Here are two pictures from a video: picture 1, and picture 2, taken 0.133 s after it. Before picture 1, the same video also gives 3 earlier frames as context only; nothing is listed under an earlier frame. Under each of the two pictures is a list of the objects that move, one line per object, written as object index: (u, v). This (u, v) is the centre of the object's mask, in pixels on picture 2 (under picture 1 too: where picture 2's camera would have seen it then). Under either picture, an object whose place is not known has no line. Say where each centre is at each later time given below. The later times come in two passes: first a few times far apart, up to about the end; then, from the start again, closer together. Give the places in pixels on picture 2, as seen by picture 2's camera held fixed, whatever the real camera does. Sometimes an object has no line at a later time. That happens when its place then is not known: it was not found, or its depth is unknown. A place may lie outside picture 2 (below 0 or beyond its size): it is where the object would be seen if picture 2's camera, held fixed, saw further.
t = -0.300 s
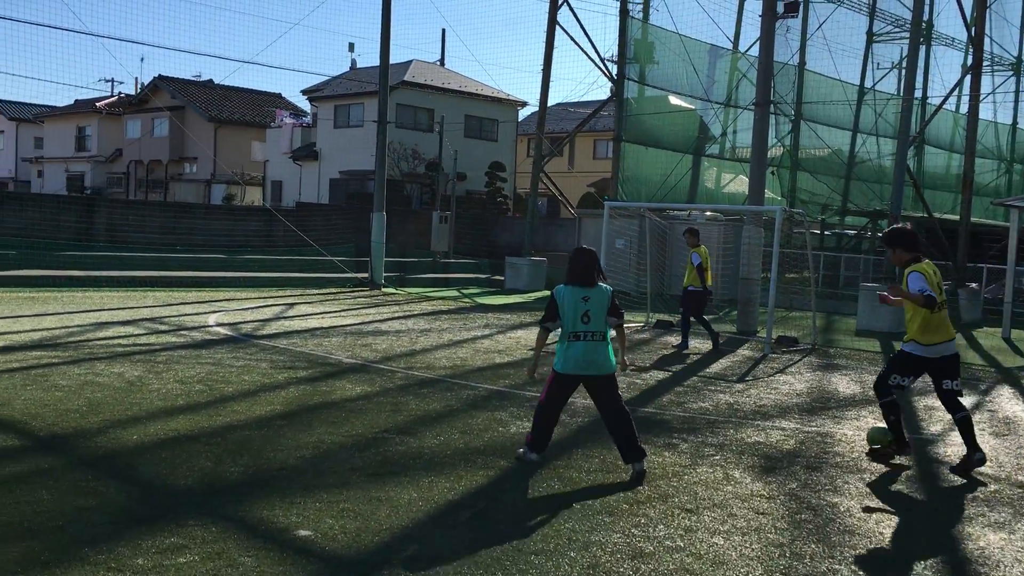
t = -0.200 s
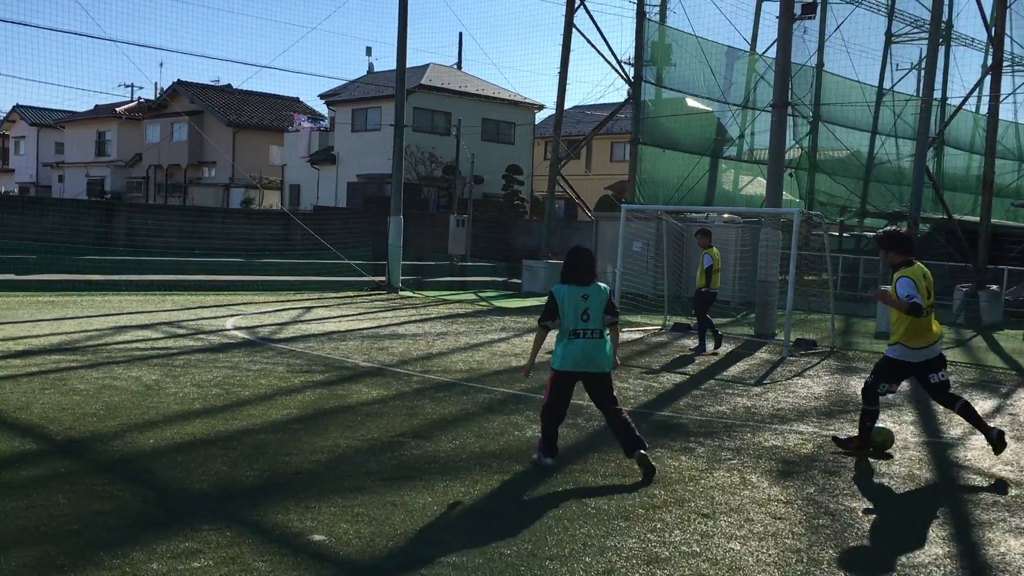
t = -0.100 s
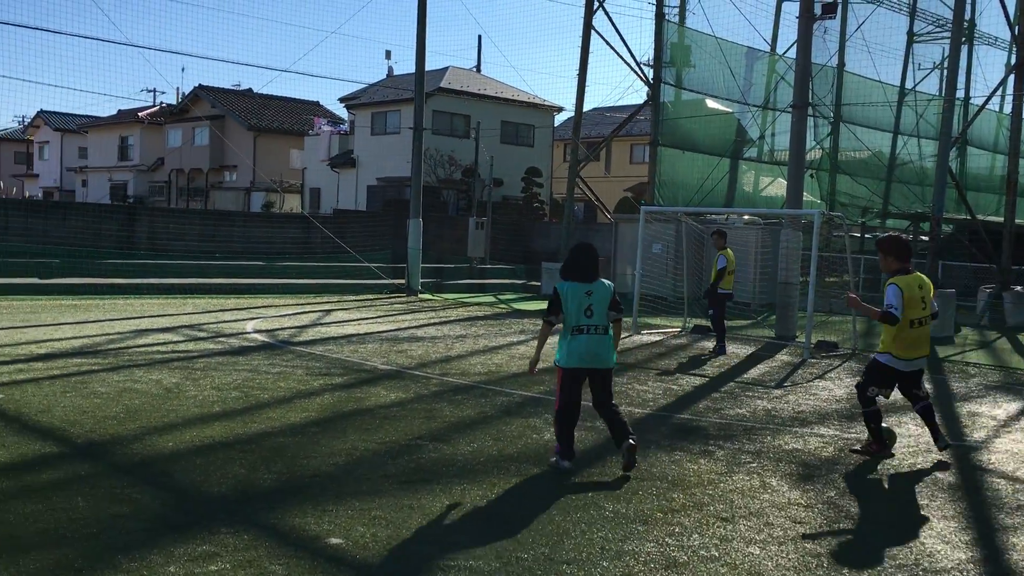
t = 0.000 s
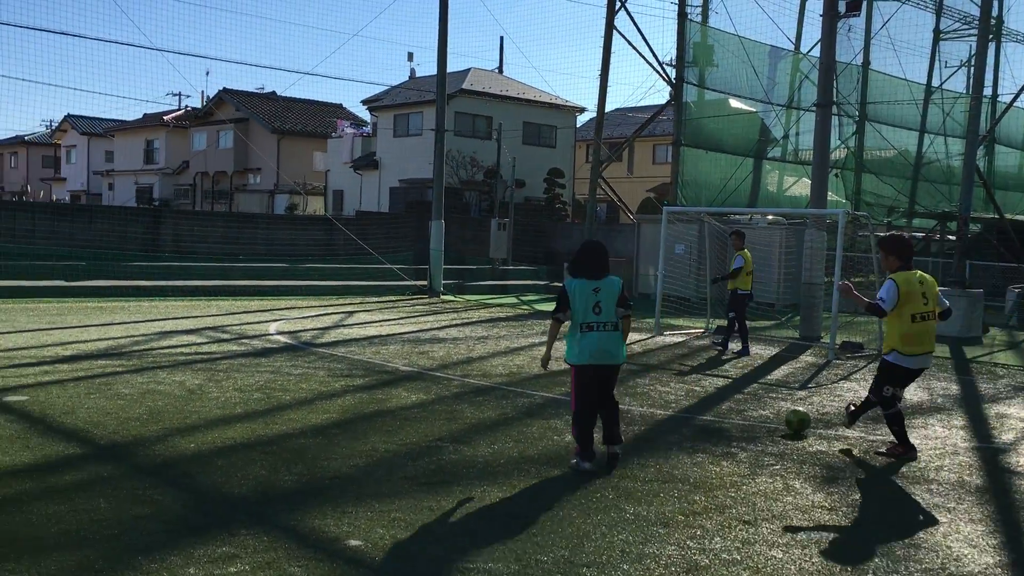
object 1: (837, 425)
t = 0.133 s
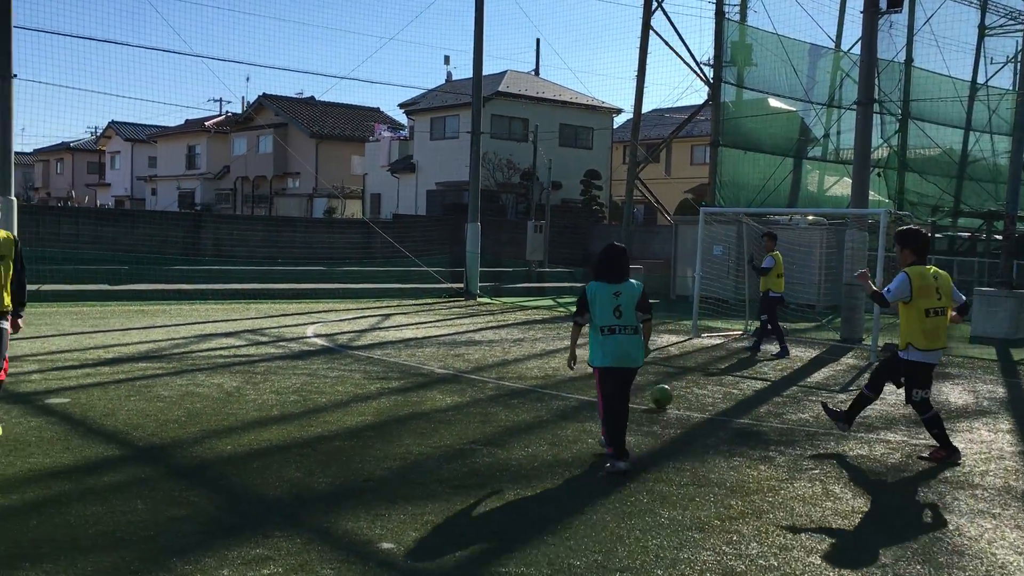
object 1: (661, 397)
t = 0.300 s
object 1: (507, 372)
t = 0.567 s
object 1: (345, 348)
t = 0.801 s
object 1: (251, 335)
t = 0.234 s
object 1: (562, 381)
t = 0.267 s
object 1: (534, 376)
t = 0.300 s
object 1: (507, 372)
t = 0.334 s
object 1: (481, 371)
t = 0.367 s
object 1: (458, 366)
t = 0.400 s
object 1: (437, 362)
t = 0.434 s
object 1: (416, 360)
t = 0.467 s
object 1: (396, 357)
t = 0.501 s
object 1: (378, 353)
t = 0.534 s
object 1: (361, 350)
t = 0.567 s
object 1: (345, 348)
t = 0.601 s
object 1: (328, 347)
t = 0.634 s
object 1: (314, 346)
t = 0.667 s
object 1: (300, 344)
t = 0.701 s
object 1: (287, 342)
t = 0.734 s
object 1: (274, 340)
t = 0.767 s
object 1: (262, 338)
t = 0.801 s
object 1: (251, 335)
